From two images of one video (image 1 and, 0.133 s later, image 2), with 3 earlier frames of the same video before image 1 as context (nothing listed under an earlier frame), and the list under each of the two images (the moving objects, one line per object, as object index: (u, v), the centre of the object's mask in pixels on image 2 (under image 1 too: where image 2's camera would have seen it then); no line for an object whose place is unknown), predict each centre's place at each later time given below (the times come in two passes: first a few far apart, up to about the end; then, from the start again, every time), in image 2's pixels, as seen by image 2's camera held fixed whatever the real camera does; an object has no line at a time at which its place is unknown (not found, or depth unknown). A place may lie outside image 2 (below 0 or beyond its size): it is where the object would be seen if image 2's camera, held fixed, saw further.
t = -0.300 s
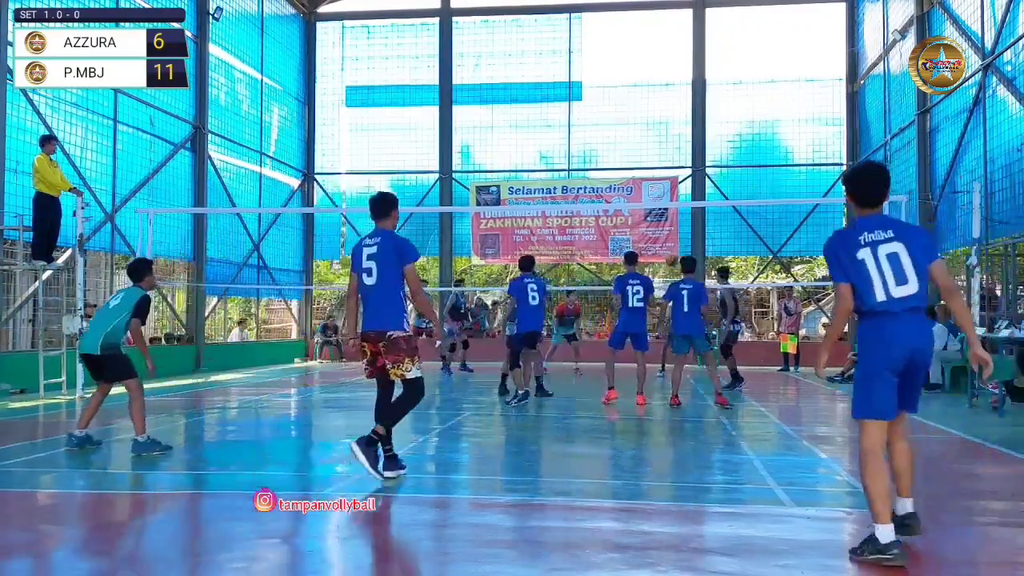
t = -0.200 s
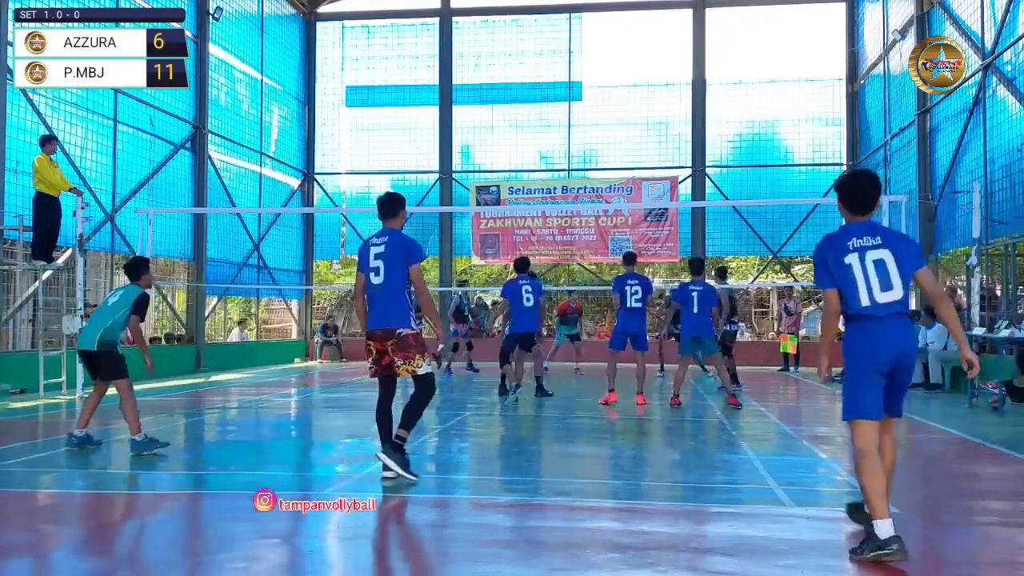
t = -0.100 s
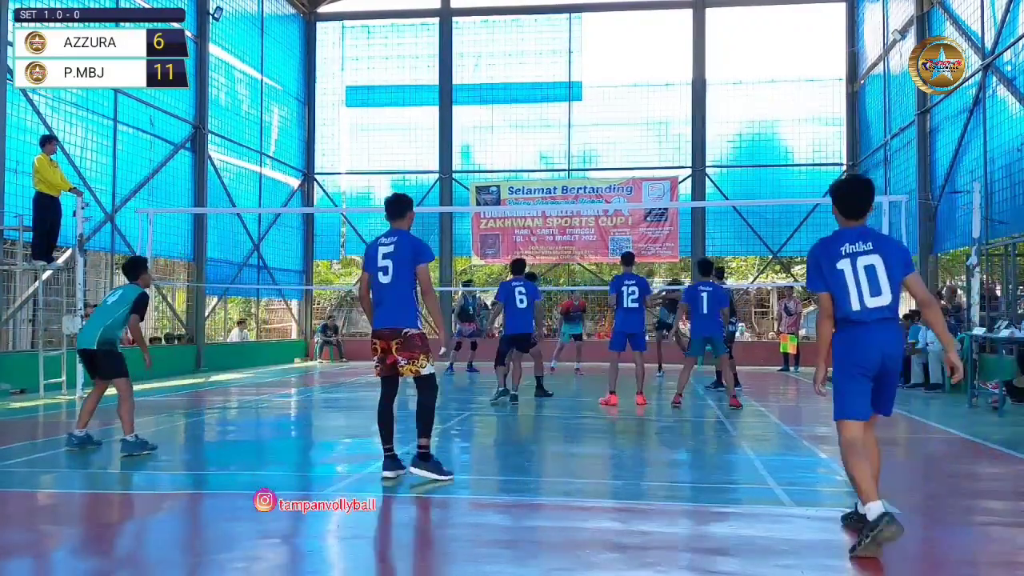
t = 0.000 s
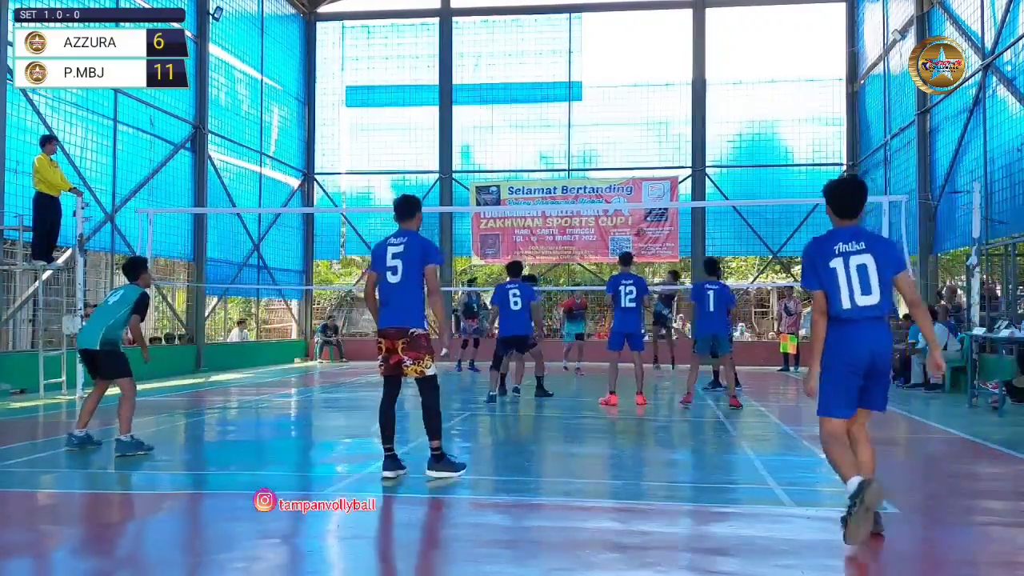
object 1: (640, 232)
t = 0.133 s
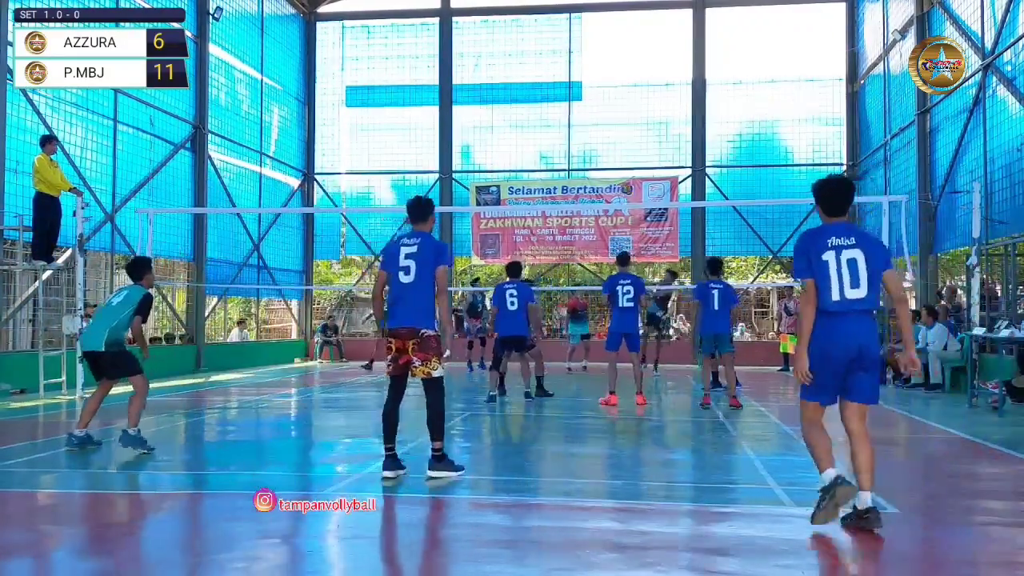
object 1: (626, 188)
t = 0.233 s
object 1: (615, 160)
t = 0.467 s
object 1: (590, 117)
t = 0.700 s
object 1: (563, 105)
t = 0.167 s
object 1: (622, 178)
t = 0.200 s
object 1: (619, 169)
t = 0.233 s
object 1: (615, 160)
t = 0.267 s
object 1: (611, 152)
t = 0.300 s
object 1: (608, 145)
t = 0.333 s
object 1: (604, 138)
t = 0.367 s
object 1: (600, 132)
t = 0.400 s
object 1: (597, 126)
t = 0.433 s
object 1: (593, 121)
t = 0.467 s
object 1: (590, 117)
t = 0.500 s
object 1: (586, 113)
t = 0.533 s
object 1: (582, 110)
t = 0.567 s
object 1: (578, 108)
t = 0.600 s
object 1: (574, 106)
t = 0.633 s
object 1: (570, 105)
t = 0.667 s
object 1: (567, 105)
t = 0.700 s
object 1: (563, 105)
